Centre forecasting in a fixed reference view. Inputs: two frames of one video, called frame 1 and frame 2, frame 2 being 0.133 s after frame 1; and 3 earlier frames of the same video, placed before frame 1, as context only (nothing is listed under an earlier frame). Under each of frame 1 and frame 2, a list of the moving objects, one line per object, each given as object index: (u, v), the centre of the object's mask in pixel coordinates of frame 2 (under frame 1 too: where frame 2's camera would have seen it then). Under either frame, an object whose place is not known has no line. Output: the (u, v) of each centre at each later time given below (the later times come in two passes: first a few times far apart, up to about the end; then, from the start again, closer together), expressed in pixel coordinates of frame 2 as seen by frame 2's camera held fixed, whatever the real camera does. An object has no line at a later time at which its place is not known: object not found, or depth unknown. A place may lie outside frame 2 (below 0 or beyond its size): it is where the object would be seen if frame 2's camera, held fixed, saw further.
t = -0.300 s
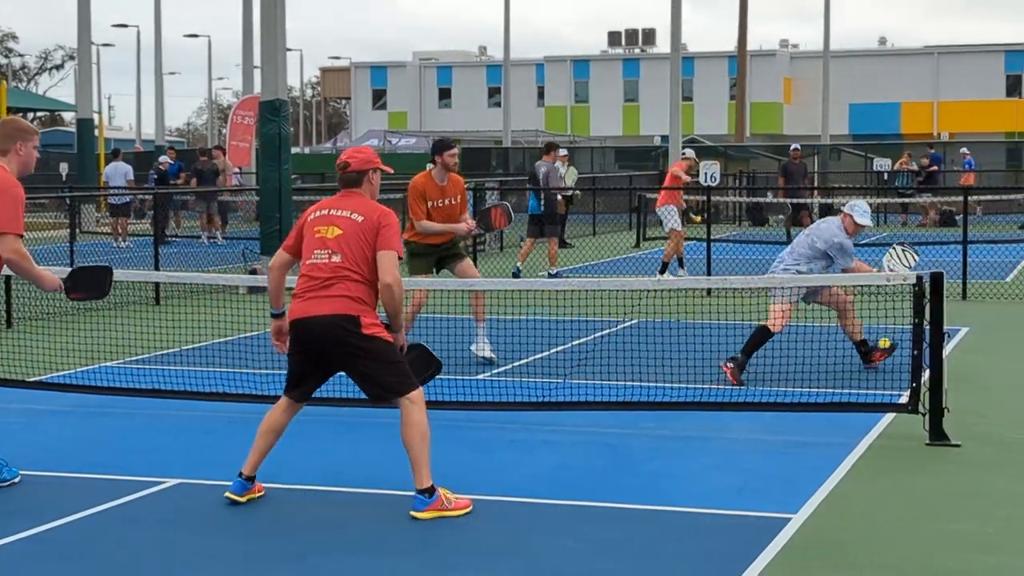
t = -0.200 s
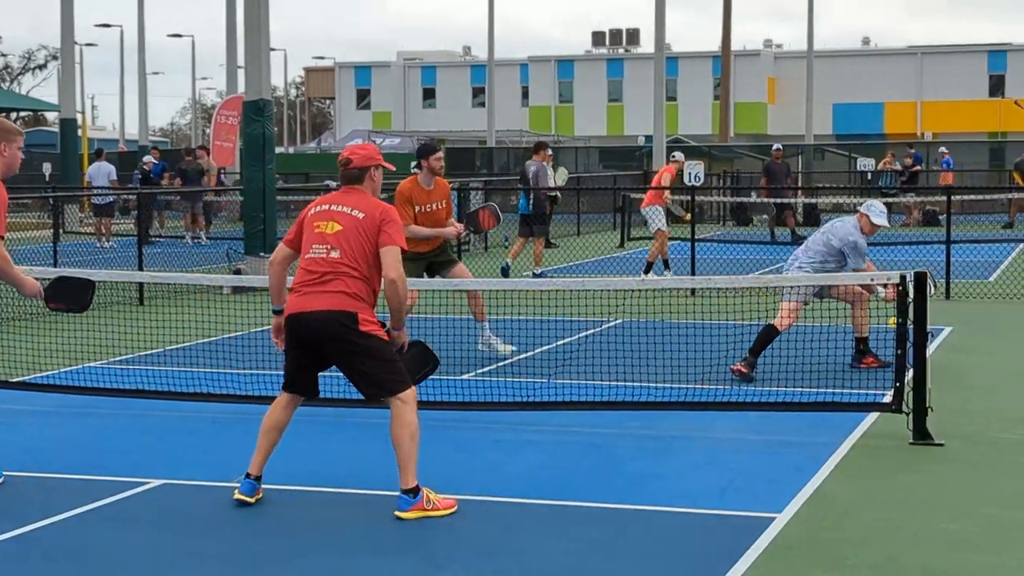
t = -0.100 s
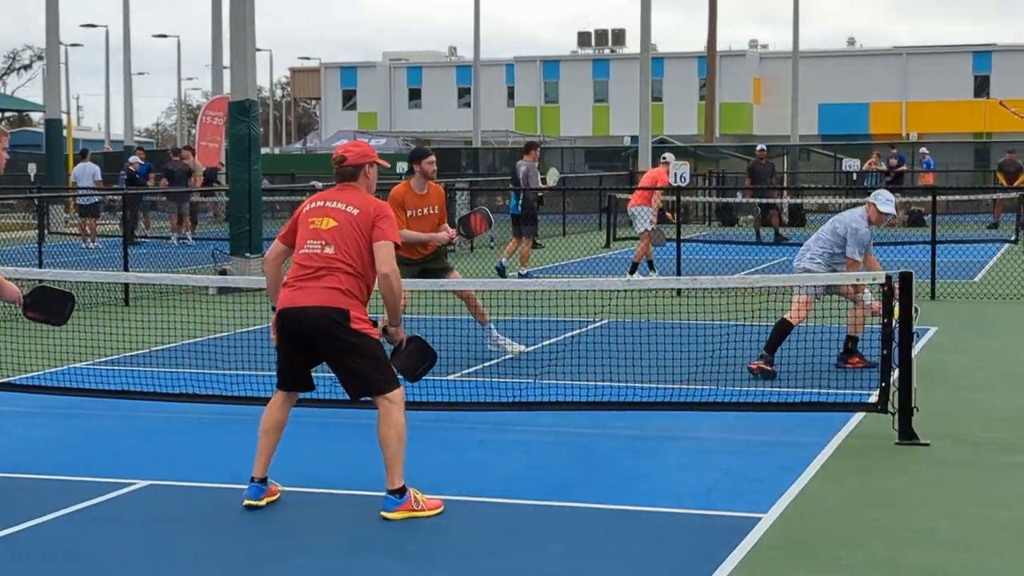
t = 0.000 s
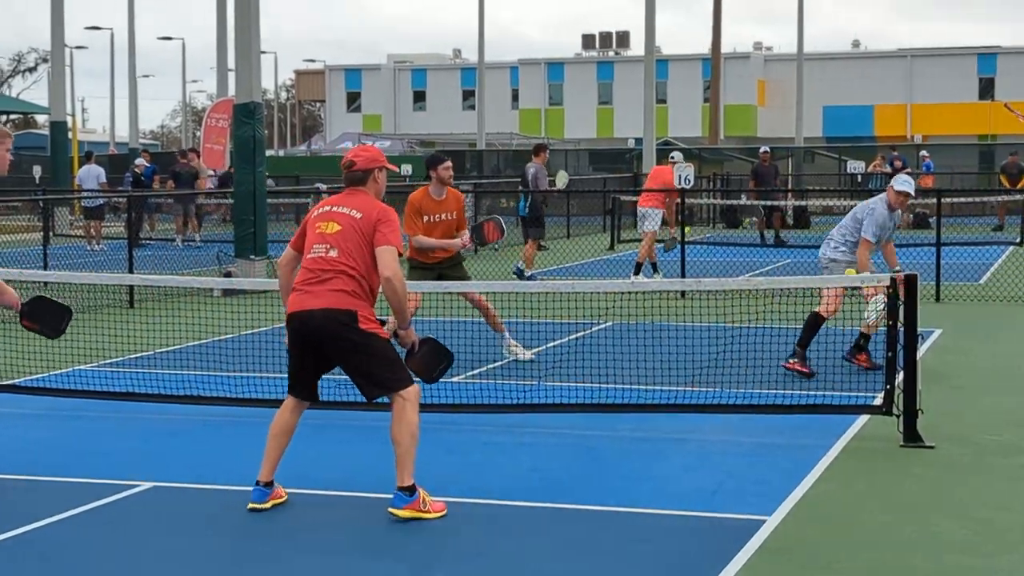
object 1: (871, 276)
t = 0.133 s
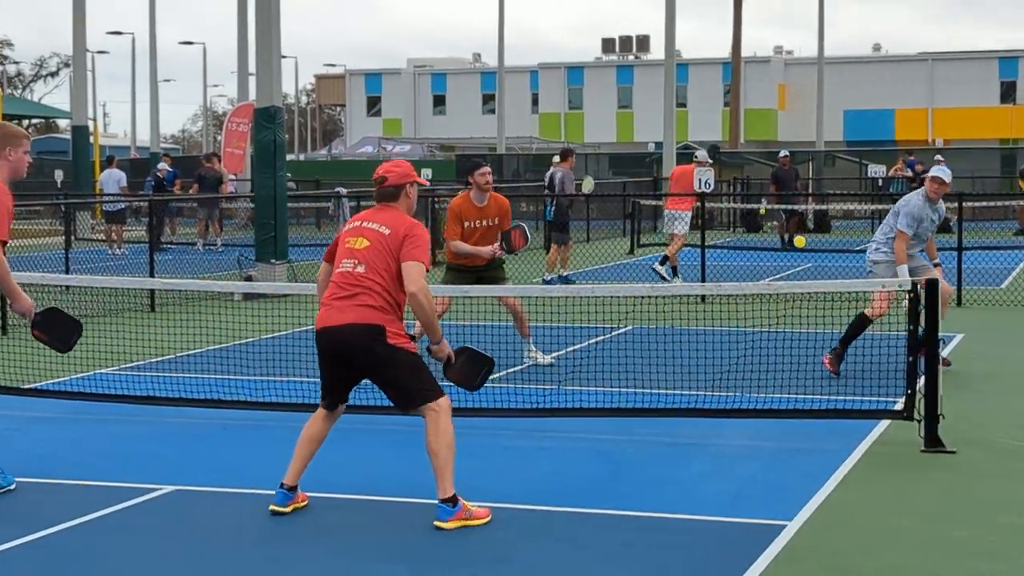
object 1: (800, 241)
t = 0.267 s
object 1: (723, 229)
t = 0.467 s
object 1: (601, 259)
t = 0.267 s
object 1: (723, 229)
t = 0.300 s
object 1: (704, 229)
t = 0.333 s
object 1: (684, 231)
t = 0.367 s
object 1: (664, 236)
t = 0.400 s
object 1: (643, 241)
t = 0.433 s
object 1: (622, 250)
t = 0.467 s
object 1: (601, 259)
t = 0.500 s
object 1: (579, 271)
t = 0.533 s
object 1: (557, 286)
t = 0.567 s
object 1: (534, 302)
